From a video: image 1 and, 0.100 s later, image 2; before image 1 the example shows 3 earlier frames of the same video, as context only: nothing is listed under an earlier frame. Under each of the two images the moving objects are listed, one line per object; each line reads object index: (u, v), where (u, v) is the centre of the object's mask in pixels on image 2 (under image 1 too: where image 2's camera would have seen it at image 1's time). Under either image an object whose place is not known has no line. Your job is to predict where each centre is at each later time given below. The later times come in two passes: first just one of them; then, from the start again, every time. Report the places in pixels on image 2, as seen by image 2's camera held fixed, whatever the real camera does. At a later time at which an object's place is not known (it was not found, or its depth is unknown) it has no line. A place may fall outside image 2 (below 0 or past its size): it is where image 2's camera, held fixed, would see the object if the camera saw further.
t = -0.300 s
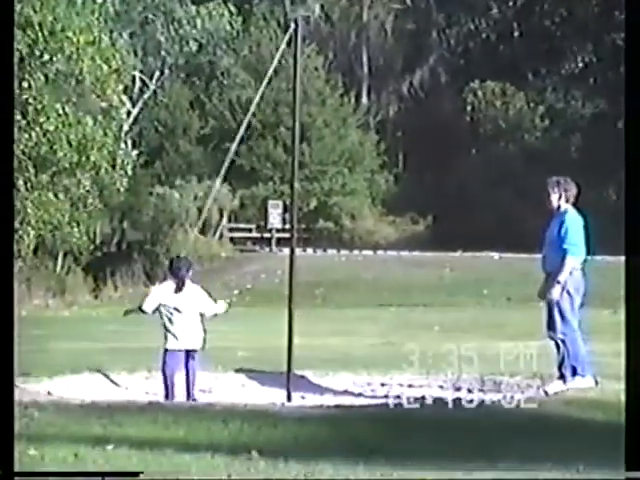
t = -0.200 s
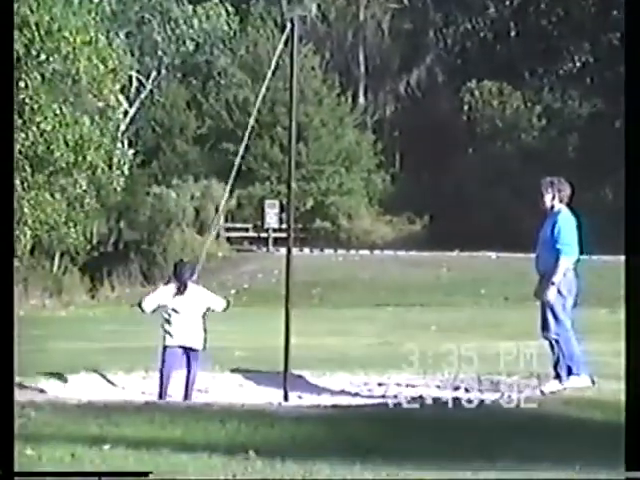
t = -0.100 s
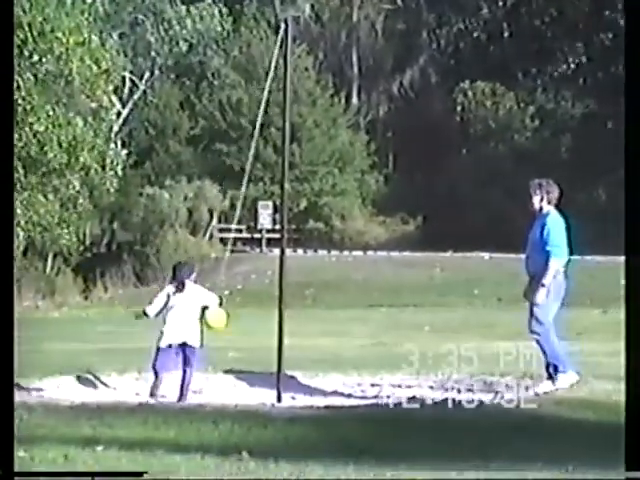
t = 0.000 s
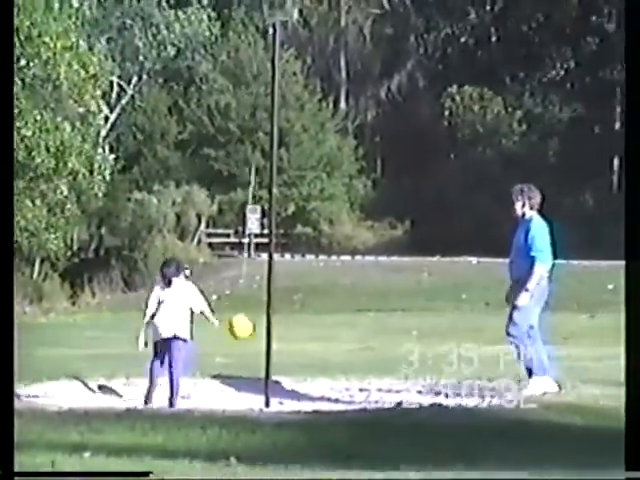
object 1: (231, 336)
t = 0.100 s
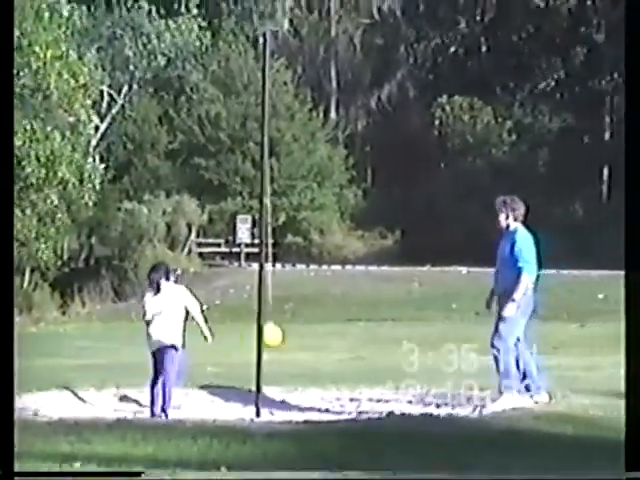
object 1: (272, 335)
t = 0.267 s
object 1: (334, 323)
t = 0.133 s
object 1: (284, 334)
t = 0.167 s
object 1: (297, 333)
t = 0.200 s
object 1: (309, 330)
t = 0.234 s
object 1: (322, 327)
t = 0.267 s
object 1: (334, 323)
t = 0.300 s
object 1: (345, 320)
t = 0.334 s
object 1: (357, 317)
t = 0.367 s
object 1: (368, 312)
